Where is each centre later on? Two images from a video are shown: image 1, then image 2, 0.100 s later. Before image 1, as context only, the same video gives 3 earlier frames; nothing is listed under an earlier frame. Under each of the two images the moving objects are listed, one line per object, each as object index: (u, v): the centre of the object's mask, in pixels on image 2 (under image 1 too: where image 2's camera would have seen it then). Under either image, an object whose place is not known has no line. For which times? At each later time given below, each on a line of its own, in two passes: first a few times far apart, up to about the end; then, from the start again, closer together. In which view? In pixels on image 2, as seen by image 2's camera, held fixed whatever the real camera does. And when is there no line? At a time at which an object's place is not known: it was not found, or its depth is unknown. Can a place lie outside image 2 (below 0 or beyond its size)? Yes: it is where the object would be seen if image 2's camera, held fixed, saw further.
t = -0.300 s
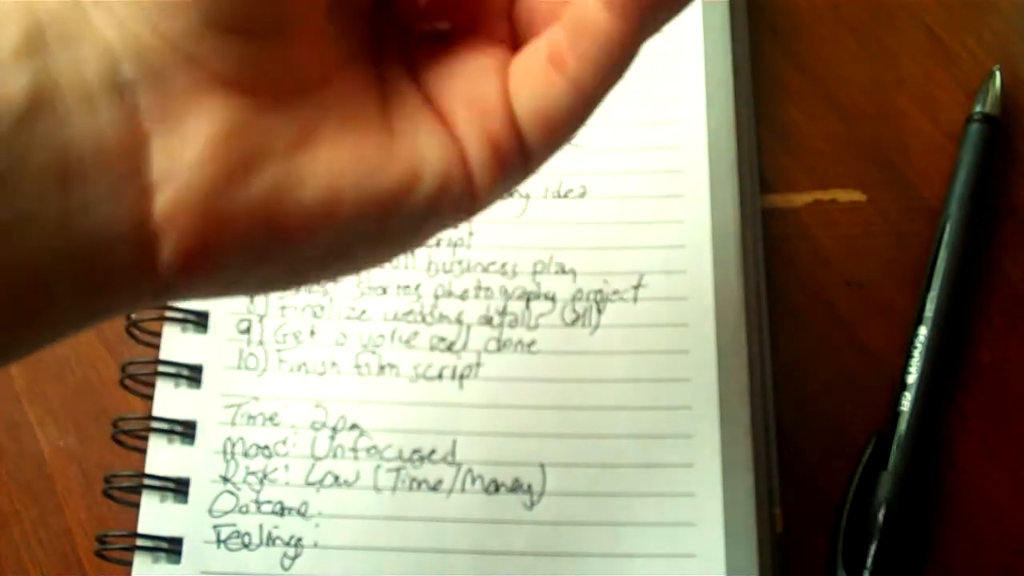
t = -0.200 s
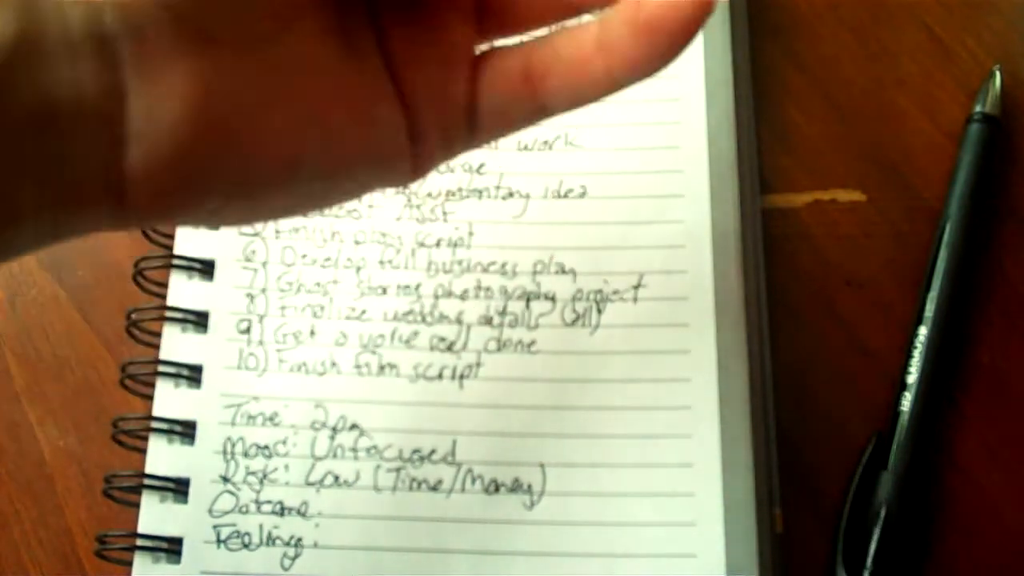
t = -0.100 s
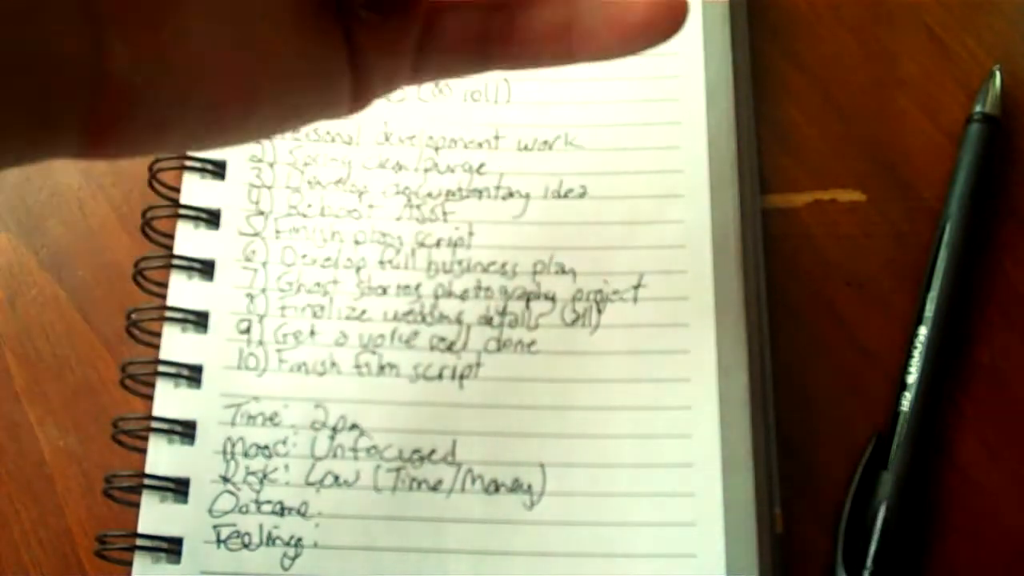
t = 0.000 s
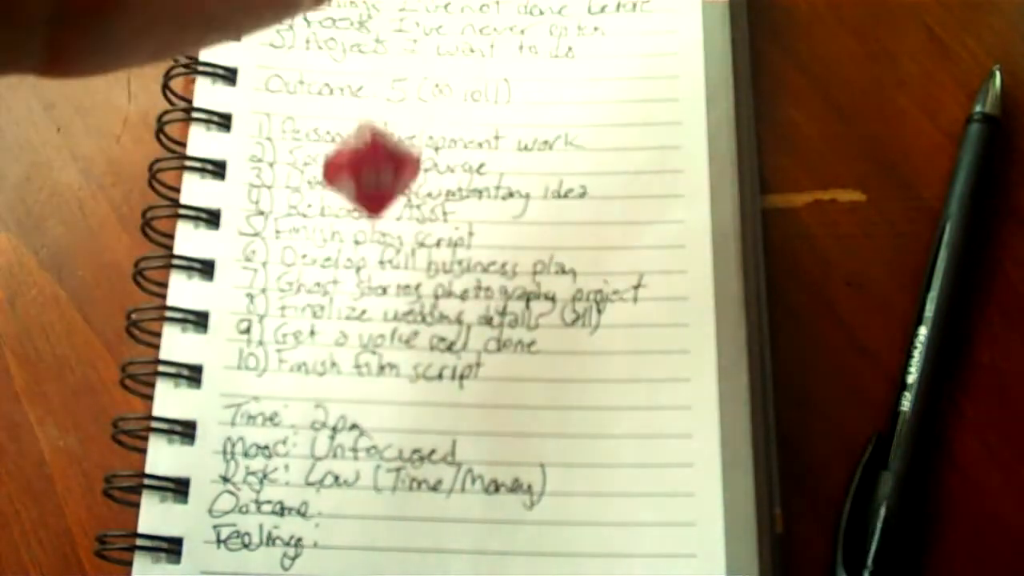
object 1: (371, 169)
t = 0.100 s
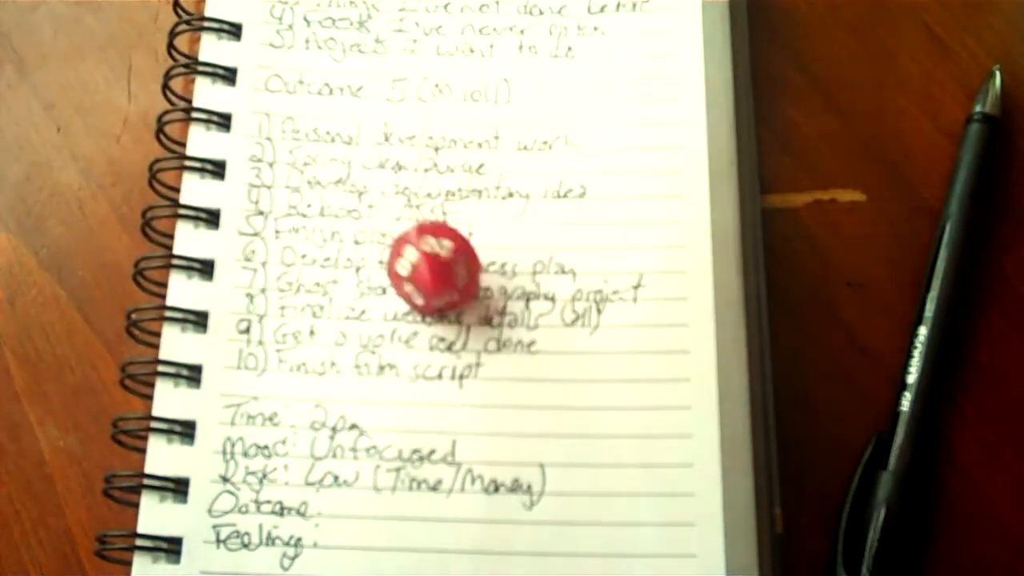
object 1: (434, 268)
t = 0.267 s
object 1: (483, 340)
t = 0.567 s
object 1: (483, 339)
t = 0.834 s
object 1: (483, 339)
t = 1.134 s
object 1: (483, 339)
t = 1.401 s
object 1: (483, 339)
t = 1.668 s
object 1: (483, 339)
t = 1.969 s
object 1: (483, 339)
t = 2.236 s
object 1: (483, 339)
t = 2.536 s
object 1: (483, 339)
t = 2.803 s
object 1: (483, 339)
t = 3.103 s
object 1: (483, 339)
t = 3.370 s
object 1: (483, 339)
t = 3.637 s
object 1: (483, 339)
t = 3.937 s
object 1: (483, 339)
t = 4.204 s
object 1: (483, 339)
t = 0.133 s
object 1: (456, 289)
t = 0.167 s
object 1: (472, 313)
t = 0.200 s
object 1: (481, 330)
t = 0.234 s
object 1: (483, 339)
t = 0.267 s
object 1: (483, 340)
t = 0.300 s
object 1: (483, 339)
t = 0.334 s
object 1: (483, 339)
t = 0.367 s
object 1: (483, 339)
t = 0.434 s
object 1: (483, 339)
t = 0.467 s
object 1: (483, 339)
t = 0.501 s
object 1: (483, 339)
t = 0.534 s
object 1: (483, 339)
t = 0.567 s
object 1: (483, 339)
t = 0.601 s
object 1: (483, 339)
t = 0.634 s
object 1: (483, 339)
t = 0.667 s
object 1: (483, 339)
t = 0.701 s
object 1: (483, 339)
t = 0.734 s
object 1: (483, 339)
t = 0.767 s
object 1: (483, 339)
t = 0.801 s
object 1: (483, 339)
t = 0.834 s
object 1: (483, 339)
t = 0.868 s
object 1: (483, 339)
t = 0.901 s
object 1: (483, 339)
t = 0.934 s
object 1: (483, 339)
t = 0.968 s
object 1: (483, 339)
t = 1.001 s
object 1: (483, 339)
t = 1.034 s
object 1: (483, 339)
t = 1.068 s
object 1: (483, 339)
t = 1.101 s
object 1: (483, 339)
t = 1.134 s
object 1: (483, 339)
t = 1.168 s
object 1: (483, 339)
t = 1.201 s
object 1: (483, 339)
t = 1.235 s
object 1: (483, 339)
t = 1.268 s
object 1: (483, 339)
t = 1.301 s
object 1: (483, 339)
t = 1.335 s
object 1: (483, 339)
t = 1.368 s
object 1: (483, 339)
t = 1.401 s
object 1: (483, 339)
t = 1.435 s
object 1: (483, 339)
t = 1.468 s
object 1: (483, 339)
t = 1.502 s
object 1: (483, 339)
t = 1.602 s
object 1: (483, 339)
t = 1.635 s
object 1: (483, 339)
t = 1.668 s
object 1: (483, 339)
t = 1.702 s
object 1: (483, 339)
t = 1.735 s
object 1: (483, 339)
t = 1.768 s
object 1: (483, 339)
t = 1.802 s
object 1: (483, 339)
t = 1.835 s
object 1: (483, 339)
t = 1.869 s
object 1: (483, 339)
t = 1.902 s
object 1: (483, 339)
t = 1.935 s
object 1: (483, 339)
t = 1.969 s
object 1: (483, 339)
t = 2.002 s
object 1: (483, 339)
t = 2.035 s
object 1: (483, 339)
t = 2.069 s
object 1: (483, 339)
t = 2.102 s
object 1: (483, 339)
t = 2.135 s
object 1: (483, 339)
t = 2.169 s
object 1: (483, 339)
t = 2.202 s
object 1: (483, 339)
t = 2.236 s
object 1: (483, 339)
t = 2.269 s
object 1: (483, 339)
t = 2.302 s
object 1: (483, 339)
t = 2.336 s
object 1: (483, 339)
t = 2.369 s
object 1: (483, 339)
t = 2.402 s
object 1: (483, 339)
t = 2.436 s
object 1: (483, 339)
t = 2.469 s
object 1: (483, 339)
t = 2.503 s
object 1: (483, 339)
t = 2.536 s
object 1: (483, 339)
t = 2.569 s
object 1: (483, 339)
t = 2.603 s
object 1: (483, 339)
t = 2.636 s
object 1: (483, 339)
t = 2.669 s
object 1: (483, 339)
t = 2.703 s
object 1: (483, 339)
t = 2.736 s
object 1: (483, 339)
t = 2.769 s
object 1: (483, 339)
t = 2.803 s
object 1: (483, 339)
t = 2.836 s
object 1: (483, 339)
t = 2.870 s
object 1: (483, 339)
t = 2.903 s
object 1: (483, 339)
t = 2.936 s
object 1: (483, 339)
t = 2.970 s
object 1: (483, 339)
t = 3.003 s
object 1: (483, 339)
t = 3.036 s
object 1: (483, 339)
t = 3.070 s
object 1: (483, 339)
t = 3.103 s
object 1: (483, 339)
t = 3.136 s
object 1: (483, 339)
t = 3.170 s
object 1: (483, 339)
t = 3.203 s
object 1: (483, 339)
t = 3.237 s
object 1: (483, 339)
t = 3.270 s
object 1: (483, 339)
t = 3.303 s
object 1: (483, 339)
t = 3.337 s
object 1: (483, 339)
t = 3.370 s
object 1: (483, 339)
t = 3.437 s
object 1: (483, 339)
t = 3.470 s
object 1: (483, 339)
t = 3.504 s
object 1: (483, 339)
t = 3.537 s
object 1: (483, 339)
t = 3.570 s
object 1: (483, 339)
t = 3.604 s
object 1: (483, 339)
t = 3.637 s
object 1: (483, 339)
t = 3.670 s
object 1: (483, 339)
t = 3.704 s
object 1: (483, 339)
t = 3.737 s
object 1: (483, 339)
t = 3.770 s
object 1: (483, 339)
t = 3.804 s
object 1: (483, 339)
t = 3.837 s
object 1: (483, 339)
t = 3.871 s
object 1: (483, 339)
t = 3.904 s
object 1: (483, 339)
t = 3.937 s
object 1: (483, 339)
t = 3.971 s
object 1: (483, 339)
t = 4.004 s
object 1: (483, 339)
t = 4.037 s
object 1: (483, 339)
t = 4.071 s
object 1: (483, 339)
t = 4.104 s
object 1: (483, 339)
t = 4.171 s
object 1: (483, 339)
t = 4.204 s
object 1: (483, 339)
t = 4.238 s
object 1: (483, 339)
